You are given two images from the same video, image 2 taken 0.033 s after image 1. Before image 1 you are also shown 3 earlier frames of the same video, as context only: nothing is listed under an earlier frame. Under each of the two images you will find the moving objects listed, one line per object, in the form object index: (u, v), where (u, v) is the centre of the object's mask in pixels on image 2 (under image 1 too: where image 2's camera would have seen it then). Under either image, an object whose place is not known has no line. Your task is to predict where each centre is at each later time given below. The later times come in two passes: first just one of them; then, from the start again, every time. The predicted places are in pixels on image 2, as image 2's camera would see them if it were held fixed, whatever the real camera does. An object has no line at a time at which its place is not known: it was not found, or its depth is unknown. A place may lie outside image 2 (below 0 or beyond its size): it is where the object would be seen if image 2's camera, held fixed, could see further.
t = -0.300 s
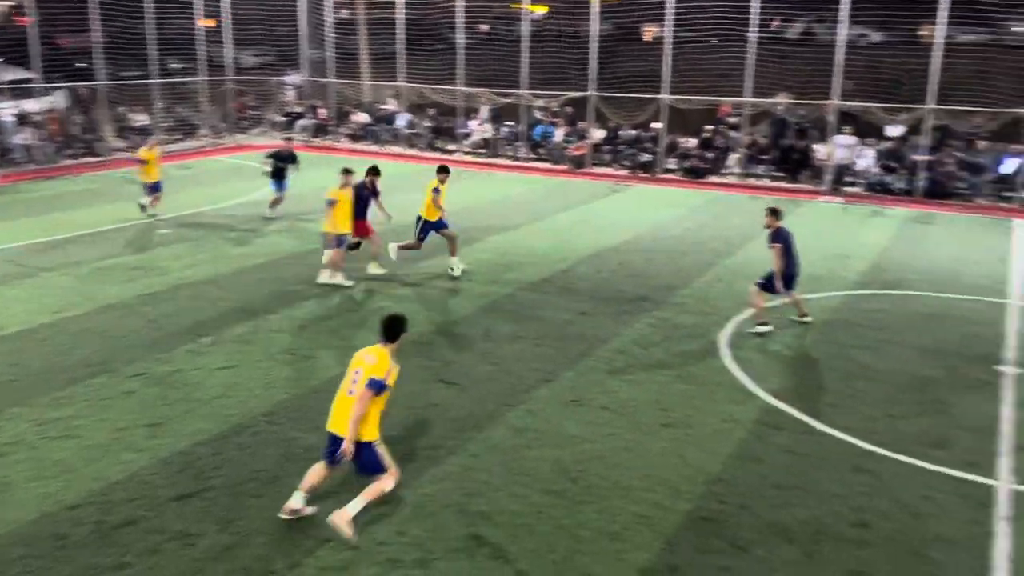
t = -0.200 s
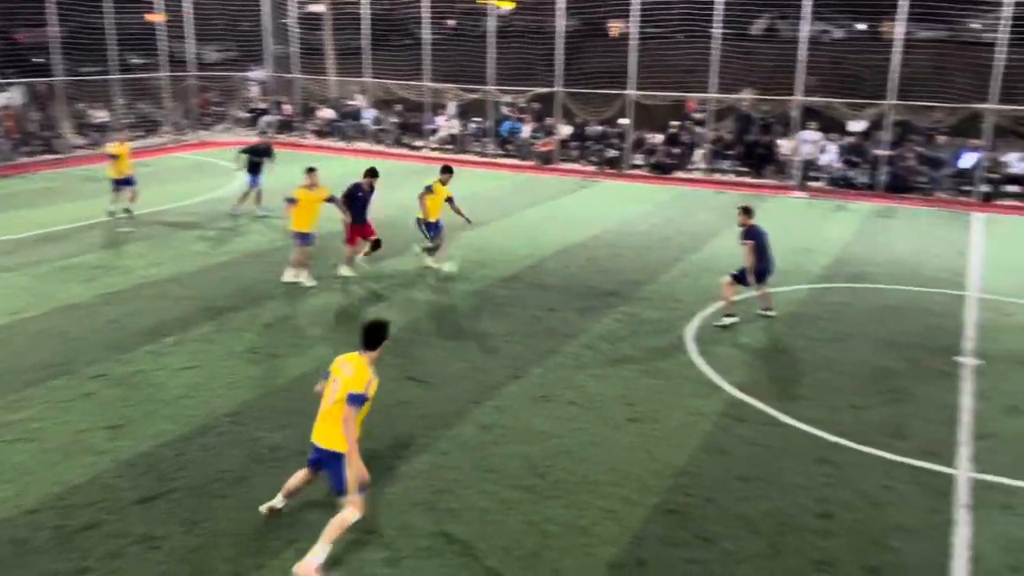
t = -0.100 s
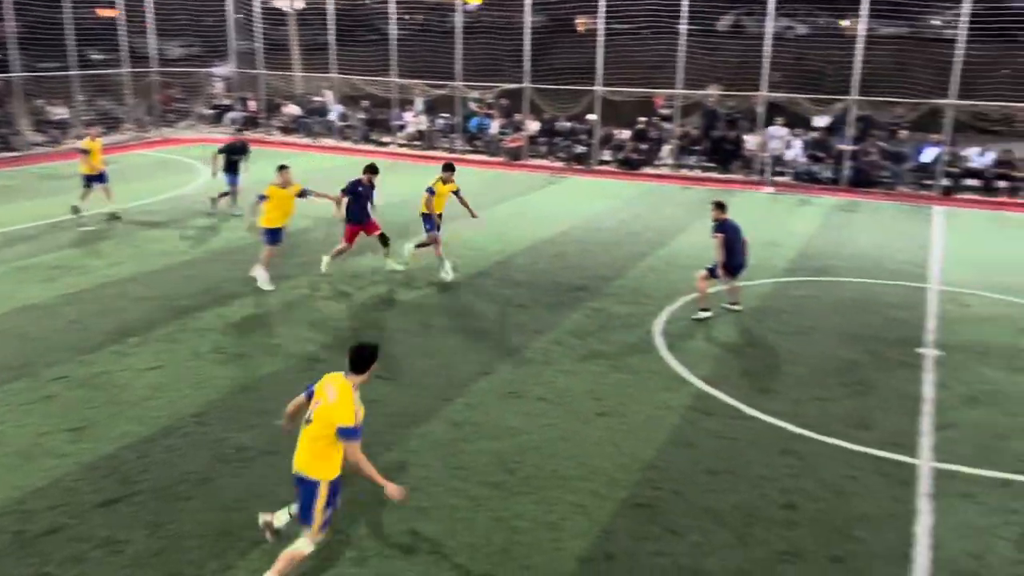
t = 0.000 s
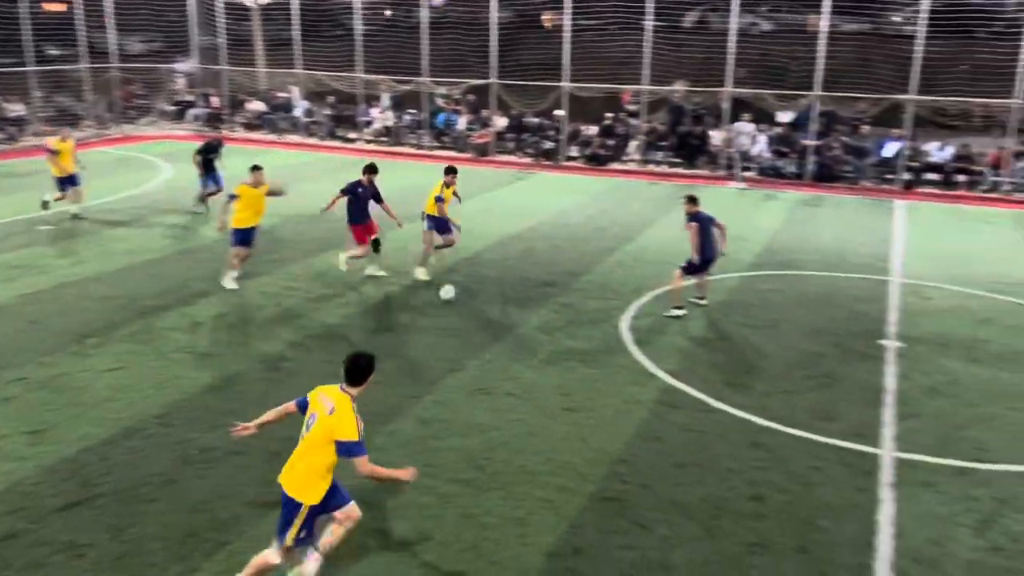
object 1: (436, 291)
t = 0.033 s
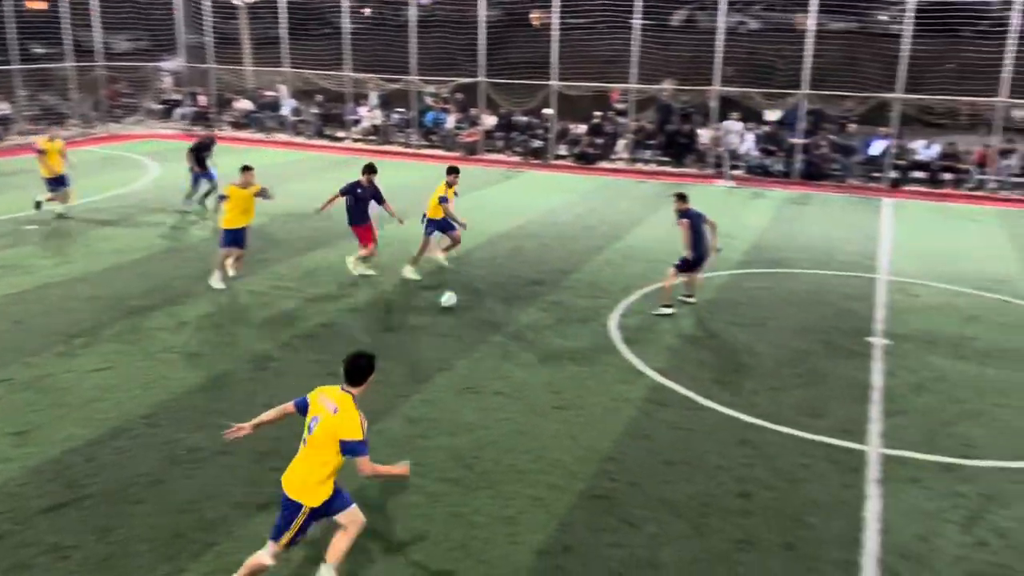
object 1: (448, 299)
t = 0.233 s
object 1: (522, 340)
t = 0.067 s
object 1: (460, 305)
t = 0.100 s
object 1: (472, 311)
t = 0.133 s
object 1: (484, 318)
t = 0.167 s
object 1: (497, 326)
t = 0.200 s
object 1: (509, 332)
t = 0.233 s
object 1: (522, 340)
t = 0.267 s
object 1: (535, 348)
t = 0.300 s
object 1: (549, 357)
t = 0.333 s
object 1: (563, 362)
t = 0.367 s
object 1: (577, 368)
